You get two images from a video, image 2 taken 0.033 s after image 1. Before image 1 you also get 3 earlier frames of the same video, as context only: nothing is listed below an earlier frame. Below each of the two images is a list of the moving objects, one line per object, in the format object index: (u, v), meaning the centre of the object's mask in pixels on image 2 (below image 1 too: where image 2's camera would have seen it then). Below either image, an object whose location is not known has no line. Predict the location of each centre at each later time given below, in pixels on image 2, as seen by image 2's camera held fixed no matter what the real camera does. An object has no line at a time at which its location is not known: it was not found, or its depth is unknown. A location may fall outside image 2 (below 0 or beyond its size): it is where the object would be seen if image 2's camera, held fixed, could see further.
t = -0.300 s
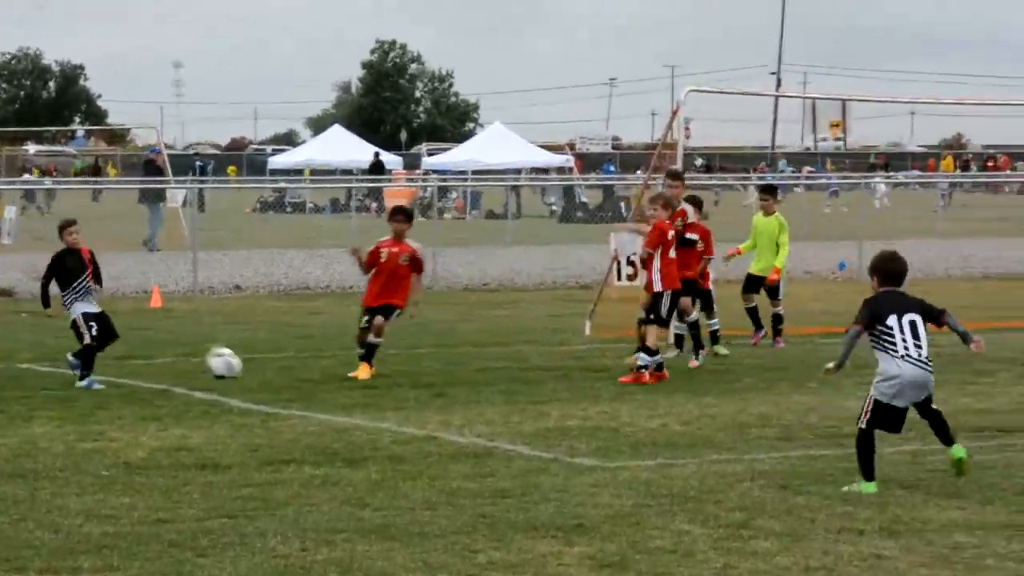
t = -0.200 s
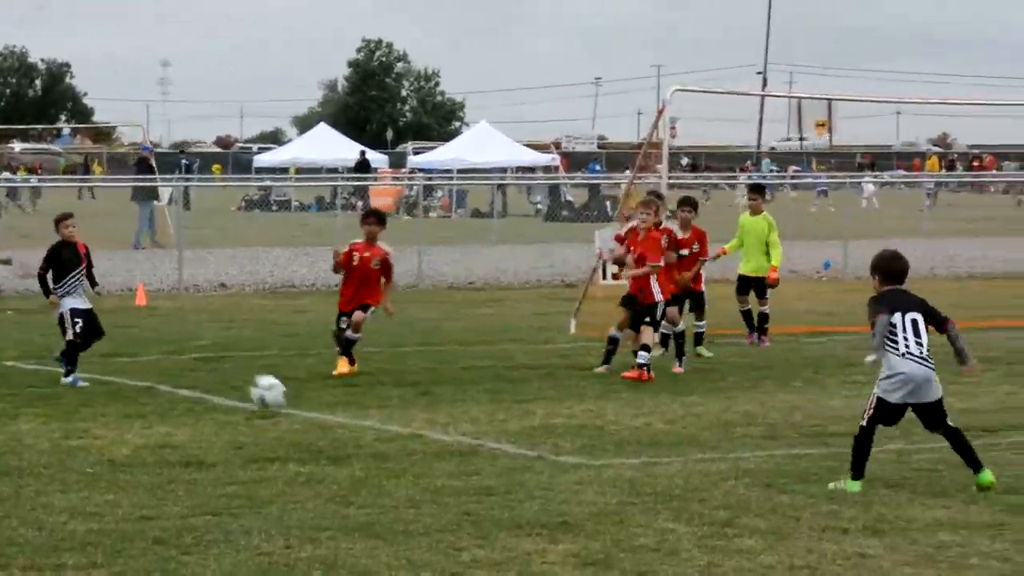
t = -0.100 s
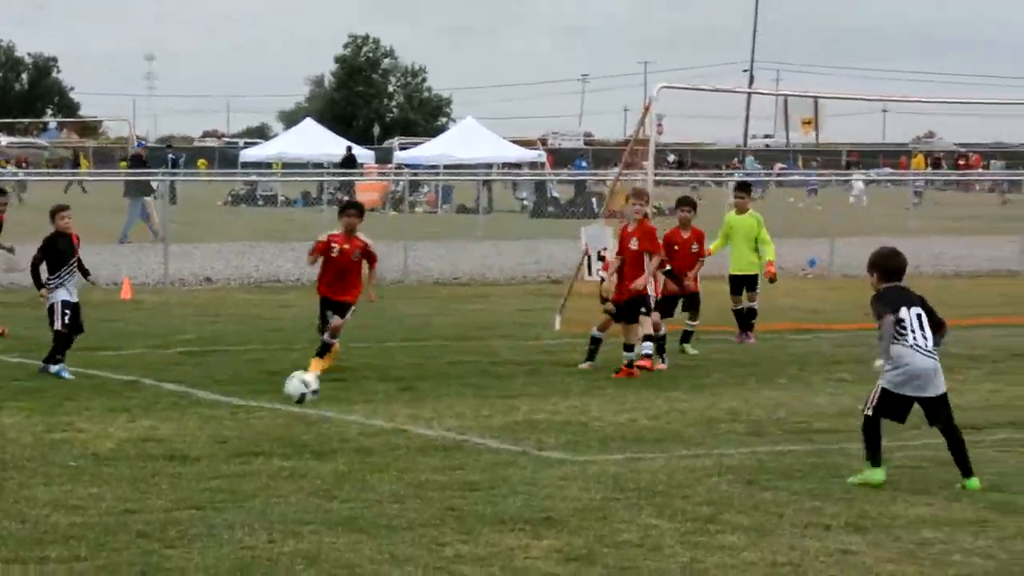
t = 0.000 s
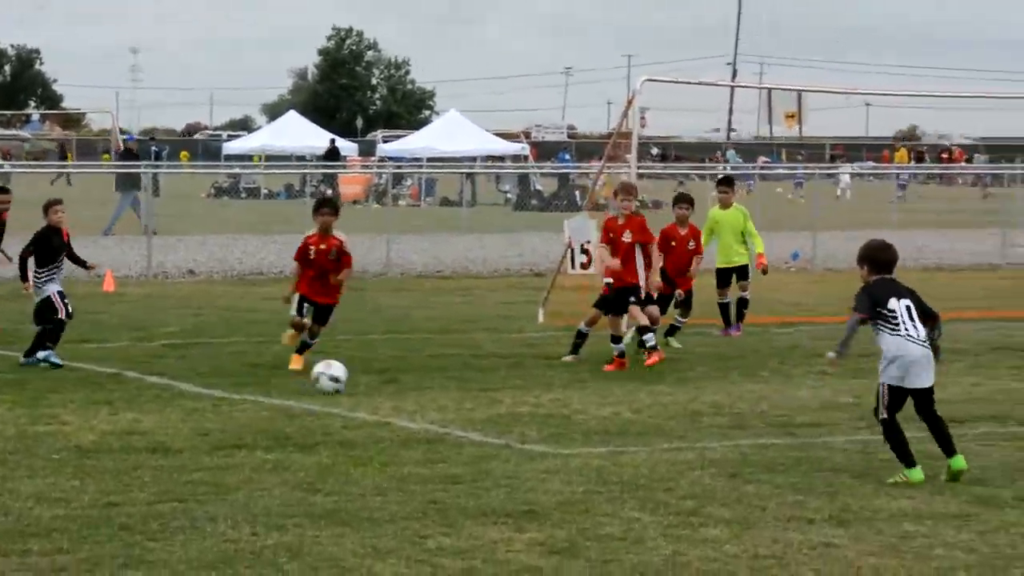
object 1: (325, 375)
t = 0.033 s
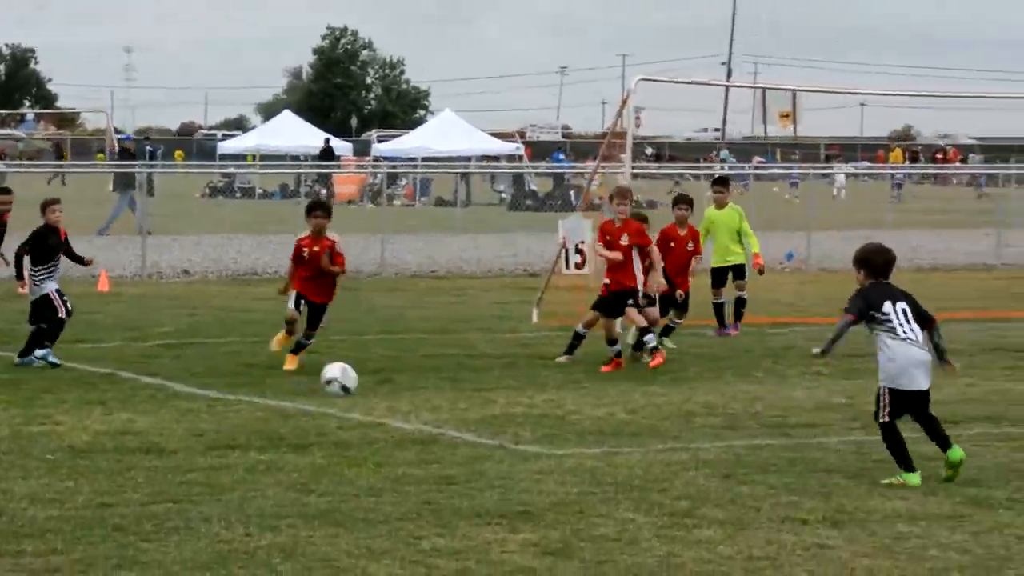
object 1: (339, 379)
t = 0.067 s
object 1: (353, 384)
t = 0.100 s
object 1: (367, 389)
